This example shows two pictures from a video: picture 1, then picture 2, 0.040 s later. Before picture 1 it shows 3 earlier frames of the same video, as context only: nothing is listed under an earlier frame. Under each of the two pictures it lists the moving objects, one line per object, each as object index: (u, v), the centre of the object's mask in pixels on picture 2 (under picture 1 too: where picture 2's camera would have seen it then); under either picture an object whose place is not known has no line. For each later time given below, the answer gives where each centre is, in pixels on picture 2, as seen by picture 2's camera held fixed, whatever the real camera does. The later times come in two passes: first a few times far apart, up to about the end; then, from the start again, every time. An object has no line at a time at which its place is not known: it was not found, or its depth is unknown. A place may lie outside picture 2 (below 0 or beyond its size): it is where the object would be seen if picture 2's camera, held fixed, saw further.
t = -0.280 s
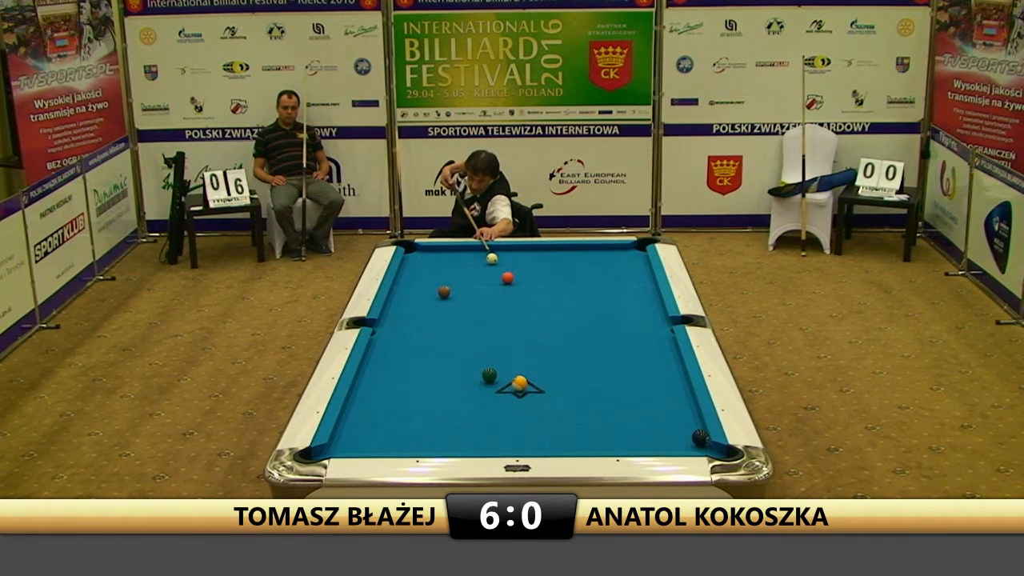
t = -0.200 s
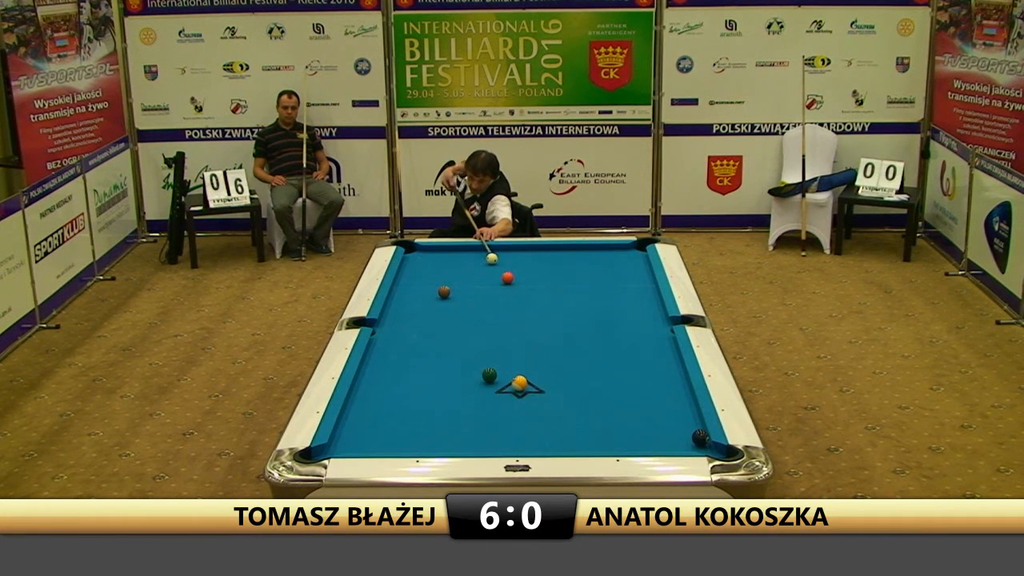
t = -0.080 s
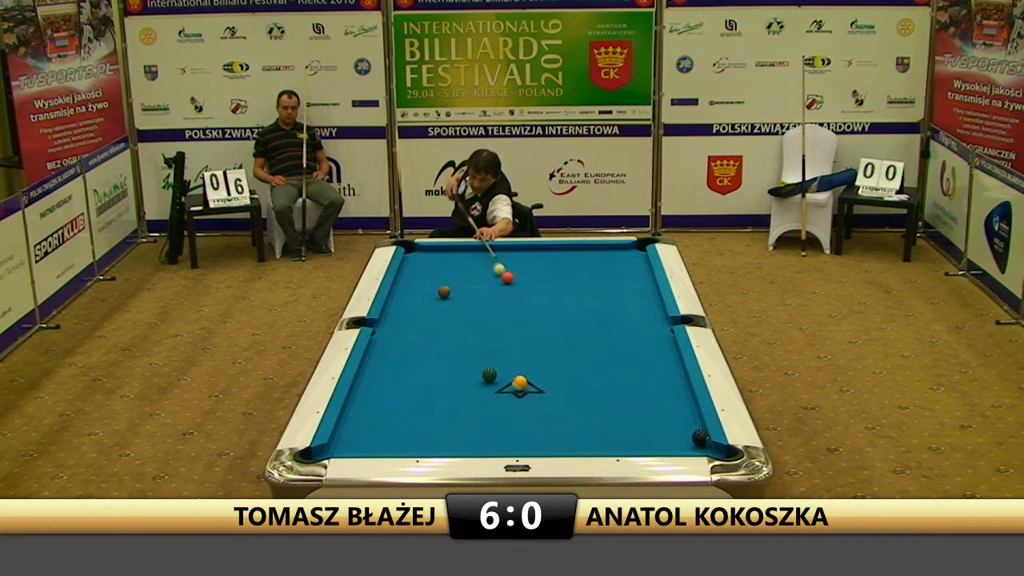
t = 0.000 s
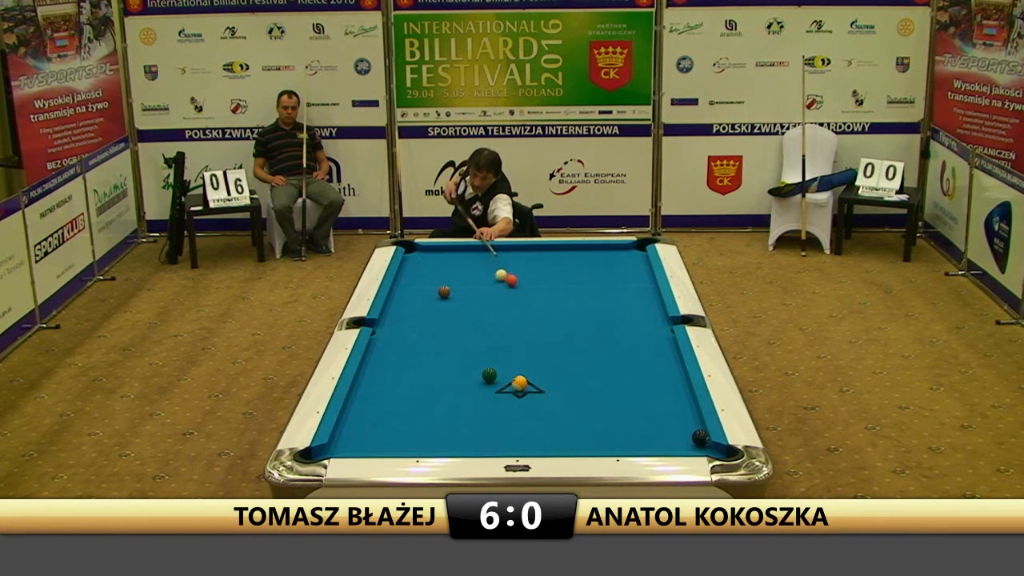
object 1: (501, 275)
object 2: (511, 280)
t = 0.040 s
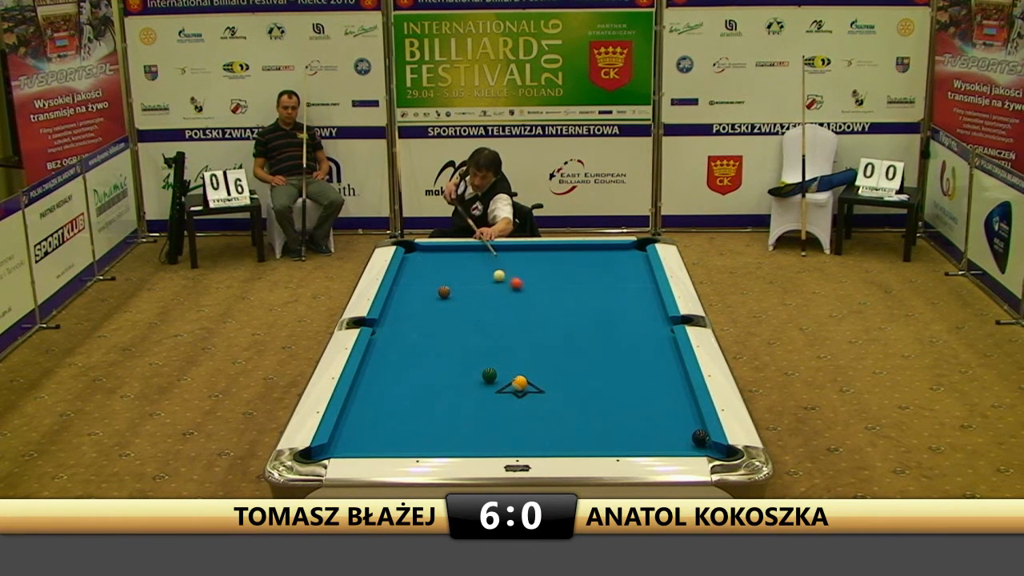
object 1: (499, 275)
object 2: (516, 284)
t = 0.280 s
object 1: (490, 282)
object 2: (542, 301)
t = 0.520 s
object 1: (483, 290)
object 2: (566, 318)
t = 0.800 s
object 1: (475, 300)
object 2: (597, 340)
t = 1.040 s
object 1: (468, 308)
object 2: (625, 360)
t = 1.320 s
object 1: (459, 318)
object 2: (661, 385)
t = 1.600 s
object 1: (451, 327)
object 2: (688, 410)
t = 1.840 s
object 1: (443, 335)
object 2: (680, 431)
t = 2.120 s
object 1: (435, 345)
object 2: (668, 445)
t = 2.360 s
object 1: (428, 353)
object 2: (650, 436)
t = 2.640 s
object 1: (420, 362)
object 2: (630, 424)
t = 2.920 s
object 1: (411, 371)
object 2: (613, 414)
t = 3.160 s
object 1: (404, 378)
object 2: (600, 406)
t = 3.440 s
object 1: (396, 387)
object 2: (585, 396)
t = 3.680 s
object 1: (389, 394)
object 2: (574, 389)
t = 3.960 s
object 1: (381, 402)
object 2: (562, 382)
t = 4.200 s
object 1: (375, 409)
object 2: (553, 377)
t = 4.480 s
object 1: (368, 416)
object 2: (543, 371)
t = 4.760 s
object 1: (362, 423)
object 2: (535, 365)
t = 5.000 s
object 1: (356, 428)
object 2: (528, 361)
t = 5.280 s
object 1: (351, 434)
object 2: (520, 357)
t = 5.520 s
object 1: (347, 438)
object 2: (515, 354)
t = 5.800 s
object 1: (342, 443)
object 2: (509, 350)
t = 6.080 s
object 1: (339, 446)
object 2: (504, 347)
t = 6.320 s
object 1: (336, 448)
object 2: (500, 345)
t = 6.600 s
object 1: (333, 449)
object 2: (497, 343)
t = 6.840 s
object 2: (494, 342)
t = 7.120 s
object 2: (492, 340)
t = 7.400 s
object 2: (490, 340)
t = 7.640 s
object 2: (489, 339)
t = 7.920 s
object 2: (488, 339)
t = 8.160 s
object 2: (488, 339)
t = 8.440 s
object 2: (488, 339)
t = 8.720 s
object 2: (488, 339)
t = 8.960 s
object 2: (488, 339)
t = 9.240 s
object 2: (488, 339)
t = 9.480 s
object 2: (488, 339)
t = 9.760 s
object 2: (488, 339)
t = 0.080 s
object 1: (497, 276)
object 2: (521, 287)
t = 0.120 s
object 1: (495, 277)
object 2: (526, 290)
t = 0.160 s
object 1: (494, 278)
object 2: (530, 293)
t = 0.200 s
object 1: (493, 280)
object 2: (534, 296)
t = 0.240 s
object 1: (492, 281)
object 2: (538, 299)
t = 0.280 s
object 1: (490, 282)
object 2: (542, 301)
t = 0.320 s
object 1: (489, 284)
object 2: (546, 304)
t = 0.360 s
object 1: (488, 285)
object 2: (550, 307)
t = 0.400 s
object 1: (487, 286)
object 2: (553, 310)
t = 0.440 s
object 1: (486, 288)
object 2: (558, 313)
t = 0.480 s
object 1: (484, 289)
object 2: (562, 316)
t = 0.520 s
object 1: (483, 290)
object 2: (566, 318)
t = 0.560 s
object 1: (482, 292)
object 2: (570, 321)
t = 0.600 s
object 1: (481, 293)
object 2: (575, 324)
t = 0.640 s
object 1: (480, 294)
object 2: (579, 328)
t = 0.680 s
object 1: (479, 296)
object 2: (583, 331)
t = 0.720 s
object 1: (477, 297)
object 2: (588, 334)
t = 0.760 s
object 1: (476, 298)
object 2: (592, 337)
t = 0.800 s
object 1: (475, 300)
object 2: (597, 340)
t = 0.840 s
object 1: (473, 301)
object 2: (601, 343)
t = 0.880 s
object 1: (472, 303)
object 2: (606, 346)
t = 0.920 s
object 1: (471, 304)
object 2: (610, 350)
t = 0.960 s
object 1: (470, 305)
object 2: (615, 353)
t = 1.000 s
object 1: (469, 307)
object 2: (620, 356)
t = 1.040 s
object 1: (468, 308)
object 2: (625, 360)
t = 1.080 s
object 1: (467, 309)
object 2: (630, 363)
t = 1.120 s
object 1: (465, 311)
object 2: (635, 366)
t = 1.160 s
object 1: (464, 312)
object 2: (640, 370)
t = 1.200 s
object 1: (463, 314)
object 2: (645, 374)
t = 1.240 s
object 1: (462, 315)
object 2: (651, 377)
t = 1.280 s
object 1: (460, 316)
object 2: (656, 381)
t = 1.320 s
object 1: (459, 318)
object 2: (661, 385)
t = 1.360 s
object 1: (458, 319)
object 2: (667, 388)
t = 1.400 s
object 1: (457, 320)
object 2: (672, 392)
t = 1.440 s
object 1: (456, 322)
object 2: (678, 396)
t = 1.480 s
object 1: (454, 323)
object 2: (684, 400)
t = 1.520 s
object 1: (453, 325)
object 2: (689, 404)
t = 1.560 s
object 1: (452, 326)
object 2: (690, 407)
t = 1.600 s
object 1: (451, 327)
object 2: (688, 410)
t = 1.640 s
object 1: (450, 328)
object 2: (687, 414)
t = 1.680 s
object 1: (448, 330)
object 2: (686, 417)
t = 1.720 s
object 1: (447, 331)
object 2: (684, 421)
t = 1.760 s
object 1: (446, 333)
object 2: (683, 424)
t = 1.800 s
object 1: (445, 334)
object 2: (682, 427)
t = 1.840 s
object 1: (443, 335)
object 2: (680, 431)
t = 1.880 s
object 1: (442, 336)
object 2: (679, 434)
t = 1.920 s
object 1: (441, 338)
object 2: (677, 438)
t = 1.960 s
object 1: (440, 339)
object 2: (676, 441)
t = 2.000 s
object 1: (439, 341)
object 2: (675, 444)
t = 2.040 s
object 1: (437, 342)
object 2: (673, 446)
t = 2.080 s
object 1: (436, 343)
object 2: (671, 446)
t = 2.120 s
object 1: (435, 345)
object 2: (668, 445)
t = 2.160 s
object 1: (434, 346)
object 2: (664, 444)
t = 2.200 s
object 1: (433, 347)
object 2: (661, 443)
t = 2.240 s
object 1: (432, 349)
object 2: (659, 442)
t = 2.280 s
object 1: (430, 350)
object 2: (656, 440)
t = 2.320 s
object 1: (429, 351)
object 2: (652, 438)
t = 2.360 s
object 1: (428, 353)
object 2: (650, 436)
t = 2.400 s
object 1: (427, 354)
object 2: (647, 435)
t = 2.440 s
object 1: (425, 355)
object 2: (644, 433)
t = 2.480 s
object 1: (424, 356)
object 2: (641, 431)
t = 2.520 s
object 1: (423, 358)
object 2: (639, 429)
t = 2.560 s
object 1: (422, 359)
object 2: (636, 427)
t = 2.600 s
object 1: (421, 361)
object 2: (633, 426)
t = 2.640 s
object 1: (420, 362)
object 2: (630, 424)
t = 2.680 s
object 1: (418, 363)
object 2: (628, 423)
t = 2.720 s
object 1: (417, 365)
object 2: (626, 421)
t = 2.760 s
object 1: (416, 366)
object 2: (623, 420)
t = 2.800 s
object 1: (415, 367)
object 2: (621, 418)
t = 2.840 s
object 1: (414, 368)
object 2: (618, 417)
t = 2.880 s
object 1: (412, 370)
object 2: (616, 415)
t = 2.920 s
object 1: (411, 371)
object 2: (613, 414)
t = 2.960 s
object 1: (410, 372)
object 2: (611, 412)
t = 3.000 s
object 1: (409, 373)
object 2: (609, 411)
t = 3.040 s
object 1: (408, 375)
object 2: (607, 410)
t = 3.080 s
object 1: (407, 376)
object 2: (604, 408)
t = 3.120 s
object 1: (405, 377)
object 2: (602, 407)
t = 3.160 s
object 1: (404, 378)
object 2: (600, 406)
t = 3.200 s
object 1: (403, 380)
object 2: (598, 404)
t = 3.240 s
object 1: (402, 381)
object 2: (596, 403)
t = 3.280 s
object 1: (400, 382)
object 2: (594, 401)
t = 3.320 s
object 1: (399, 383)
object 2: (591, 400)
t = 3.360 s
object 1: (398, 384)
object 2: (589, 399)
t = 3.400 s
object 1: (397, 386)
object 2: (588, 398)
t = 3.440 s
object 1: (396, 387)
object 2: (585, 396)
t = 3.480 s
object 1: (394, 388)
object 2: (583, 395)
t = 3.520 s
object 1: (393, 389)
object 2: (581, 394)
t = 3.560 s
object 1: (392, 390)
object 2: (580, 393)
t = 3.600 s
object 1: (391, 392)
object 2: (578, 392)
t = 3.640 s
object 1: (390, 393)
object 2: (576, 390)
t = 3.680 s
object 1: (389, 394)
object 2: (574, 389)
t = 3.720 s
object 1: (388, 395)
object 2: (572, 388)
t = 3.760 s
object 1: (387, 396)
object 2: (570, 387)
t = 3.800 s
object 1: (386, 398)
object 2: (569, 386)
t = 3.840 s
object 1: (385, 399)
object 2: (567, 385)
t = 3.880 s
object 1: (384, 400)
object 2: (566, 384)
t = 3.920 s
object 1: (382, 401)
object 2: (564, 383)
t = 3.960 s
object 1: (381, 402)
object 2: (562, 382)
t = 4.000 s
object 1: (380, 403)
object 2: (561, 381)
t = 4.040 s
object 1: (379, 404)
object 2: (559, 380)
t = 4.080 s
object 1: (378, 406)
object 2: (558, 379)
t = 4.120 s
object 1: (377, 407)
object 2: (556, 378)
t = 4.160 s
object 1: (376, 407)
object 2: (555, 377)
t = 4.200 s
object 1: (375, 409)
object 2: (553, 377)
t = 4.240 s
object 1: (374, 410)
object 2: (552, 376)
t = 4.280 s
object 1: (373, 411)
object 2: (550, 375)
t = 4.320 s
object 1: (372, 412)
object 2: (549, 374)
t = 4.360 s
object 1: (371, 413)
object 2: (547, 373)
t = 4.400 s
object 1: (370, 414)
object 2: (546, 372)
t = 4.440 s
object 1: (369, 415)
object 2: (545, 371)
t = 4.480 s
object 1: (368, 416)
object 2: (543, 371)
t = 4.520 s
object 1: (367, 417)
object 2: (542, 370)
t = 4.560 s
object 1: (366, 418)
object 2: (541, 369)
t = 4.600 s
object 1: (365, 419)
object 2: (540, 368)
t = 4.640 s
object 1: (364, 420)
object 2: (538, 368)
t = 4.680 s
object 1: (363, 421)
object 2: (537, 367)
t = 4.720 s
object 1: (363, 422)
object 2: (536, 366)
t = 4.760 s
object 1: (362, 423)
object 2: (535, 365)
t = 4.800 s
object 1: (361, 424)
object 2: (533, 364)
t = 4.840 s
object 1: (360, 425)
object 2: (532, 364)
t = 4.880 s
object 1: (359, 425)
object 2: (531, 363)
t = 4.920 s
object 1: (358, 426)
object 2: (530, 363)
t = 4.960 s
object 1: (357, 427)
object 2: (529, 362)
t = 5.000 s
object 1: (356, 428)
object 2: (528, 361)
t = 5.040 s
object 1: (356, 429)
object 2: (526, 361)
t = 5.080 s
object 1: (355, 430)
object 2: (525, 360)
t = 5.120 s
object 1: (354, 431)
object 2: (525, 359)
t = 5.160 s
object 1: (354, 431)
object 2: (524, 359)
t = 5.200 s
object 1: (353, 432)
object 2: (522, 358)
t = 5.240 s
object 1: (352, 433)
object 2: (521, 358)
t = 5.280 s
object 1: (351, 434)
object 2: (520, 357)
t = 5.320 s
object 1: (351, 434)
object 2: (520, 356)
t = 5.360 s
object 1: (350, 435)
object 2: (519, 356)
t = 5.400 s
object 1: (349, 436)
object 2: (518, 355)
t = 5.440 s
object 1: (348, 437)
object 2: (517, 355)
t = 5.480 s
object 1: (348, 437)
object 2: (516, 354)
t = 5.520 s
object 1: (347, 438)
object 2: (515, 354)
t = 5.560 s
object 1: (346, 439)
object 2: (514, 354)
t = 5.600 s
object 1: (346, 439)
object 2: (513, 353)
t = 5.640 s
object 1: (345, 440)
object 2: (512, 353)
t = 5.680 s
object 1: (345, 441)
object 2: (511, 352)
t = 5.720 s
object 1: (344, 442)
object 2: (511, 351)
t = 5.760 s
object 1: (343, 442)
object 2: (510, 351)
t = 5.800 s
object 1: (342, 443)
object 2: (509, 350)
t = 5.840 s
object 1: (342, 443)
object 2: (508, 350)
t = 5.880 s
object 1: (341, 444)
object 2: (507, 350)
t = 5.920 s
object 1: (341, 444)
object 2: (507, 349)
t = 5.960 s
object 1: (340, 444)
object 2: (506, 349)
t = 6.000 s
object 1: (339, 445)
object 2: (505, 348)
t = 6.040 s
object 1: (339, 445)
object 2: (505, 348)
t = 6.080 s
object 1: (339, 446)
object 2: (504, 347)
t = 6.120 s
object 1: (338, 446)
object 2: (503, 347)
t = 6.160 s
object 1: (337, 446)
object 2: (503, 347)
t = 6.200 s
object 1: (337, 447)
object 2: (502, 346)
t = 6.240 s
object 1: (336, 447)
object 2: (501, 346)
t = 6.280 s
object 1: (336, 447)
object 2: (501, 346)
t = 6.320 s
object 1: (336, 448)
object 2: (500, 345)
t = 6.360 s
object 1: (335, 448)
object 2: (500, 345)
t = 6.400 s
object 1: (335, 448)
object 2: (499, 345)
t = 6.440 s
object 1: (335, 448)
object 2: (498, 344)
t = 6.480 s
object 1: (334, 448)
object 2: (498, 344)
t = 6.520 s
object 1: (334, 449)
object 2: (498, 344)
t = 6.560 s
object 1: (333, 449)
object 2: (497, 343)
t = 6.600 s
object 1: (333, 449)
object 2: (497, 343)
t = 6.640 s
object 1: (333, 449)
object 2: (496, 343)
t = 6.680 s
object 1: (333, 449)
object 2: (496, 343)
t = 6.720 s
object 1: (332, 450)
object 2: (495, 342)
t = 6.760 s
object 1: (332, 450)
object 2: (495, 342)
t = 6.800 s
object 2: (494, 342)
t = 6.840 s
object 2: (494, 342)
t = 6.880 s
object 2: (494, 342)
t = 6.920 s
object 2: (494, 341)
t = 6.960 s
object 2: (493, 341)
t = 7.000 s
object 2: (493, 341)
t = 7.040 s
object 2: (492, 340)
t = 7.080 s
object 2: (492, 340)
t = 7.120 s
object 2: (492, 340)
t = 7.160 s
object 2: (492, 340)
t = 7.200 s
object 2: (491, 340)
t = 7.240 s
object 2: (491, 340)
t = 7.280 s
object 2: (491, 340)
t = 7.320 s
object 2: (491, 340)
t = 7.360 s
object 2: (491, 340)
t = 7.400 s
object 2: (490, 340)
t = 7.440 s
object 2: (490, 339)
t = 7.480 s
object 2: (490, 339)
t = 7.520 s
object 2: (490, 339)
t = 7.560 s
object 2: (489, 339)
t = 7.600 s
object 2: (489, 339)
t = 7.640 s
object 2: (489, 339)
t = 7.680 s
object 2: (489, 339)
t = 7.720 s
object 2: (489, 339)
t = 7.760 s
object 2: (488, 339)
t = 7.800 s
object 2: (488, 339)
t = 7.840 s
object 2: (488, 339)
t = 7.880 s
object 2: (488, 339)
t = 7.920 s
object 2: (488, 339)
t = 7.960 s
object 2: (488, 339)
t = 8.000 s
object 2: (488, 339)
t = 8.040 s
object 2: (488, 339)
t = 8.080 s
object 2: (488, 339)
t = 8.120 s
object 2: (488, 339)
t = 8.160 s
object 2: (488, 339)
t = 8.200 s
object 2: (488, 339)
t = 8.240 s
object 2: (488, 339)
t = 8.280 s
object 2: (488, 339)
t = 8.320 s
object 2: (488, 339)
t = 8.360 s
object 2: (488, 339)
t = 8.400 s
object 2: (488, 339)
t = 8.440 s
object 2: (488, 339)
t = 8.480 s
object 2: (488, 339)
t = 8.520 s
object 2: (488, 339)
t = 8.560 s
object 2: (488, 339)
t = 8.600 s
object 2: (488, 339)
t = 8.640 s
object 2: (488, 339)
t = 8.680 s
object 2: (488, 339)
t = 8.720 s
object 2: (488, 339)
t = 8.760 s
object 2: (488, 339)
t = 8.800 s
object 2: (488, 339)
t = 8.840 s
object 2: (488, 339)
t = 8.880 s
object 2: (488, 339)
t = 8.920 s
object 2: (488, 339)
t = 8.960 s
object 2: (488, 339)
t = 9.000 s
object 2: (488, 339)
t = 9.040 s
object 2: (488, 339)
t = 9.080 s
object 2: (488, 339)
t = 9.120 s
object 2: (488, 339)
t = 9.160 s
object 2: (488, 339)
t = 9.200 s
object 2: (488, 339)
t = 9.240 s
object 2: (488, 339)
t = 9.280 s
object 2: (488, 339)
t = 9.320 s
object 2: (488, 339)
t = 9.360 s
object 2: (488, 339)
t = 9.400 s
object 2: (488, 339)
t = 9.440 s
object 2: (488, 339)
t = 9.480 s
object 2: (488, 339)
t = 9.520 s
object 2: (488, 339)
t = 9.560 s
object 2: (488, 339)
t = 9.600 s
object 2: (488, 339)
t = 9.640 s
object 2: (488, 339)
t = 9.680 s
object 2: (488, 339)
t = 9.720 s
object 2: (488, 339)
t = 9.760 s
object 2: (488, 339)
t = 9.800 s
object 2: (488, 339)
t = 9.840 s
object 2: (488, 339)
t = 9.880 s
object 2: (488, 339)
